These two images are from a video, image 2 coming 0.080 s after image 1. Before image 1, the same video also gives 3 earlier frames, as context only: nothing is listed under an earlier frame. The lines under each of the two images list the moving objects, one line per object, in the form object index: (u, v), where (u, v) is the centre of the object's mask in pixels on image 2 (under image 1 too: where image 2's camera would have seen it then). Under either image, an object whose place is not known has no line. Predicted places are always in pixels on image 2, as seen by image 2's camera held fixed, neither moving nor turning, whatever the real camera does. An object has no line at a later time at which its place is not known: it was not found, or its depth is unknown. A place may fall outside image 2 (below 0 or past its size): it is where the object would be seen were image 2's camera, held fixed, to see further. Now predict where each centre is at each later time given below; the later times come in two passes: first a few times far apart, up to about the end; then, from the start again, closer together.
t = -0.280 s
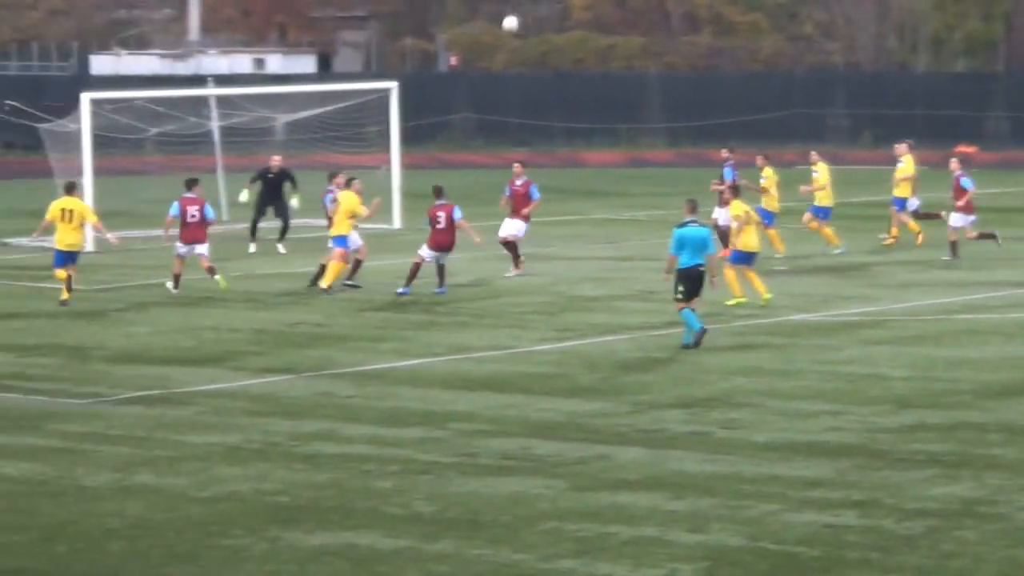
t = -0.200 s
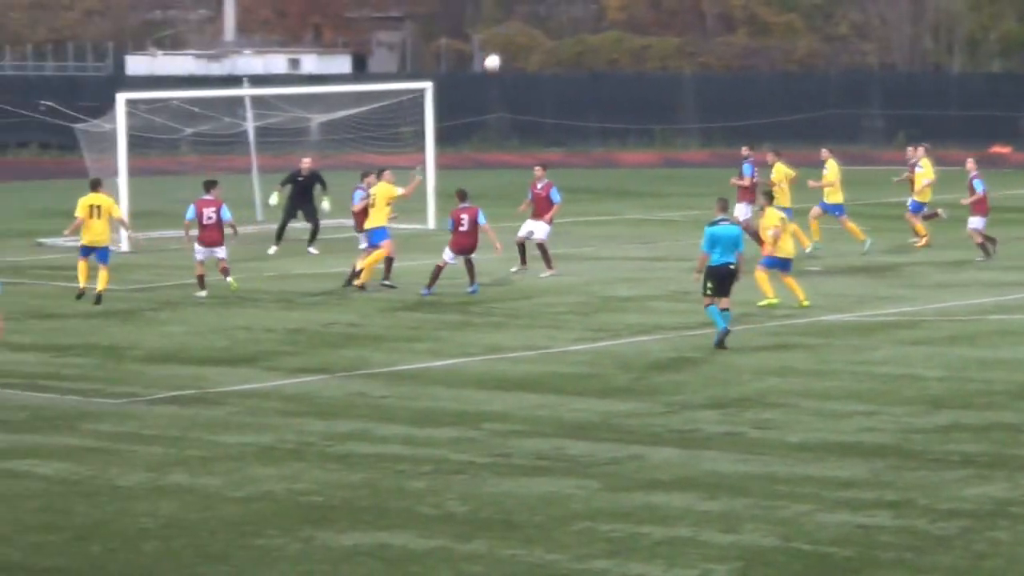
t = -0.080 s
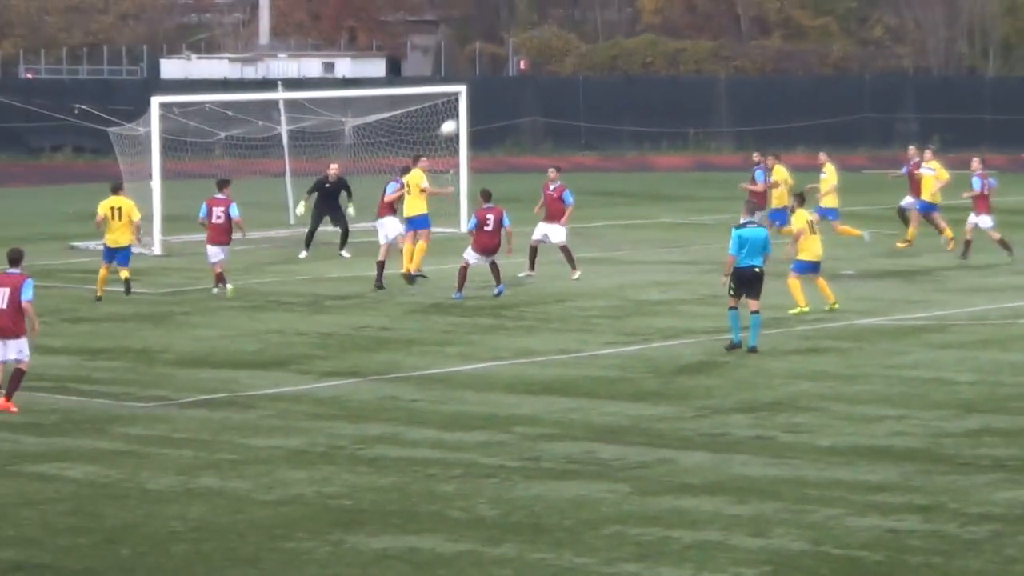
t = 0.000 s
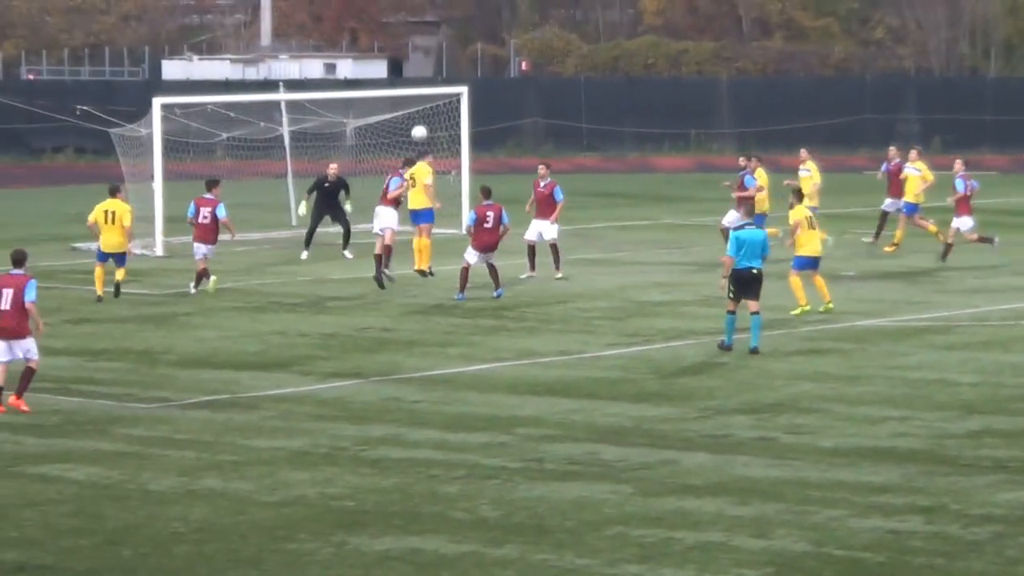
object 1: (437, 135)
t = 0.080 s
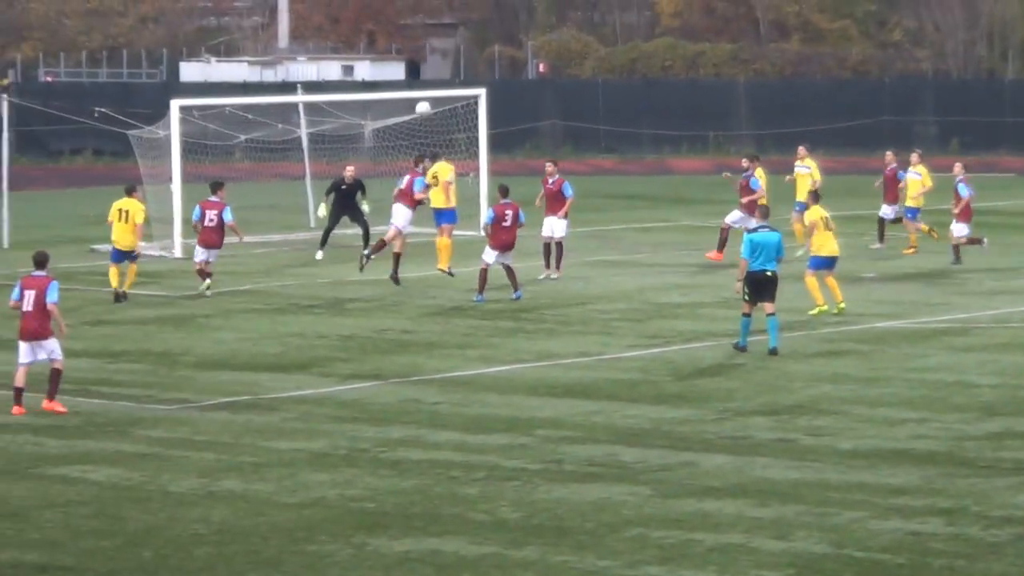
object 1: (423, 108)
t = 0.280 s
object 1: (386, 63)
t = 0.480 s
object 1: (349, 45)
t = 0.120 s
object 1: (415, 96)
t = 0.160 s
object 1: (408, 86)
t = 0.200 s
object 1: (401, 76)
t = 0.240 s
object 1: (394, 69)
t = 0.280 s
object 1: (386, 63)
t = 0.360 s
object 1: (372, 52)
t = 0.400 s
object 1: (364, 49)
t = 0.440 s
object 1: (357, 47)
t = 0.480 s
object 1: (349, 45)
